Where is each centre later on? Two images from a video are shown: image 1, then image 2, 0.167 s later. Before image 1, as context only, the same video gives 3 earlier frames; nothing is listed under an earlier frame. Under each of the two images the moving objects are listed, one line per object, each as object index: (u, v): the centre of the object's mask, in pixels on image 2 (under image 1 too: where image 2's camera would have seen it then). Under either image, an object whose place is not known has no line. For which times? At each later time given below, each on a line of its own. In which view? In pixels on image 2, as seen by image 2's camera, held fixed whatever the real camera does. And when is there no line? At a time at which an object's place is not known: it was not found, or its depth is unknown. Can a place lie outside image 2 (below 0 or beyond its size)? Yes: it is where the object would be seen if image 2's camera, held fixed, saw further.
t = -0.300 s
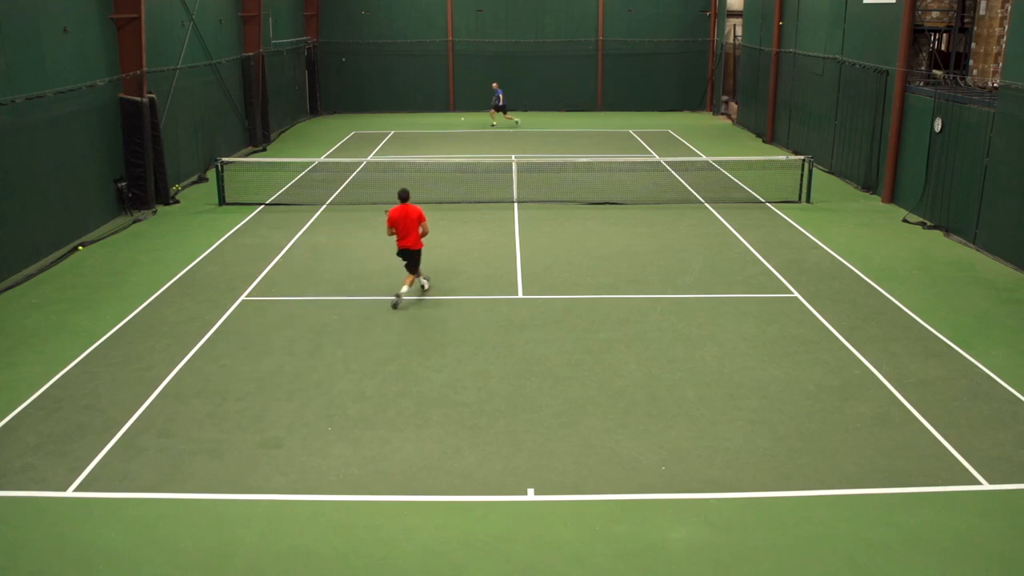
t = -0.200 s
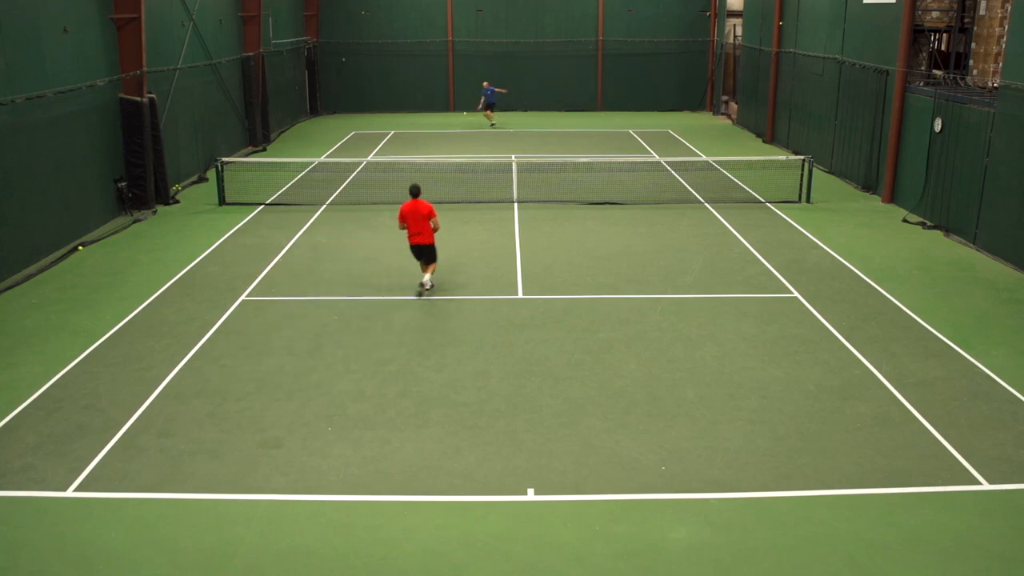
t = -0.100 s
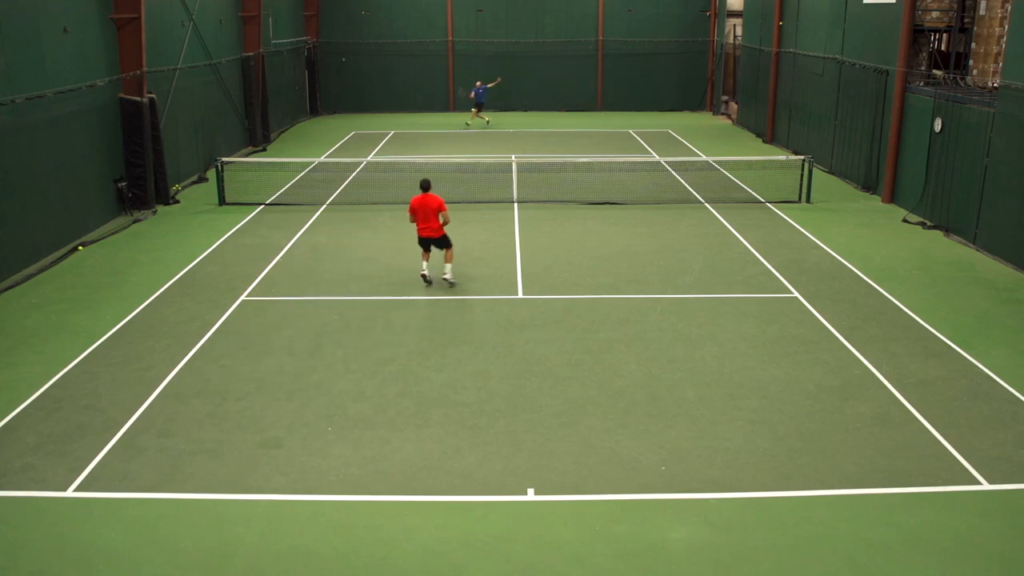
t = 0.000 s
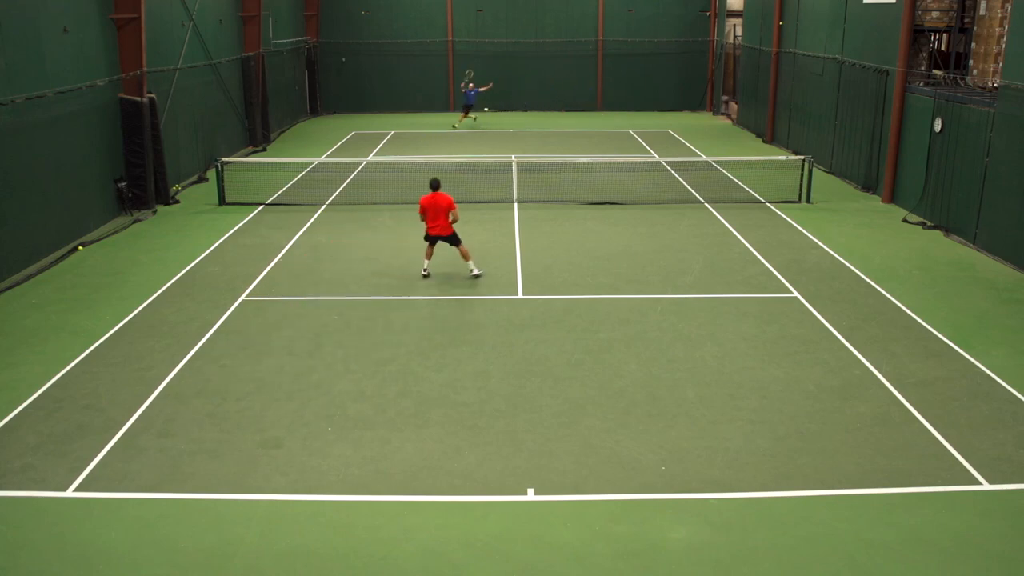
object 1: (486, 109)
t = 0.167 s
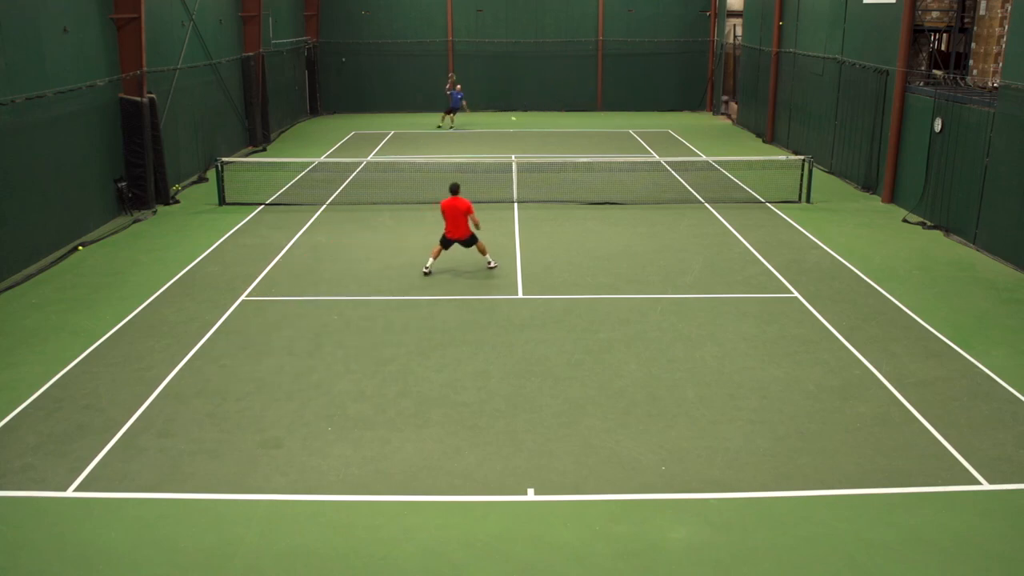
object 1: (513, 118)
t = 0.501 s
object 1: (601, 201)
